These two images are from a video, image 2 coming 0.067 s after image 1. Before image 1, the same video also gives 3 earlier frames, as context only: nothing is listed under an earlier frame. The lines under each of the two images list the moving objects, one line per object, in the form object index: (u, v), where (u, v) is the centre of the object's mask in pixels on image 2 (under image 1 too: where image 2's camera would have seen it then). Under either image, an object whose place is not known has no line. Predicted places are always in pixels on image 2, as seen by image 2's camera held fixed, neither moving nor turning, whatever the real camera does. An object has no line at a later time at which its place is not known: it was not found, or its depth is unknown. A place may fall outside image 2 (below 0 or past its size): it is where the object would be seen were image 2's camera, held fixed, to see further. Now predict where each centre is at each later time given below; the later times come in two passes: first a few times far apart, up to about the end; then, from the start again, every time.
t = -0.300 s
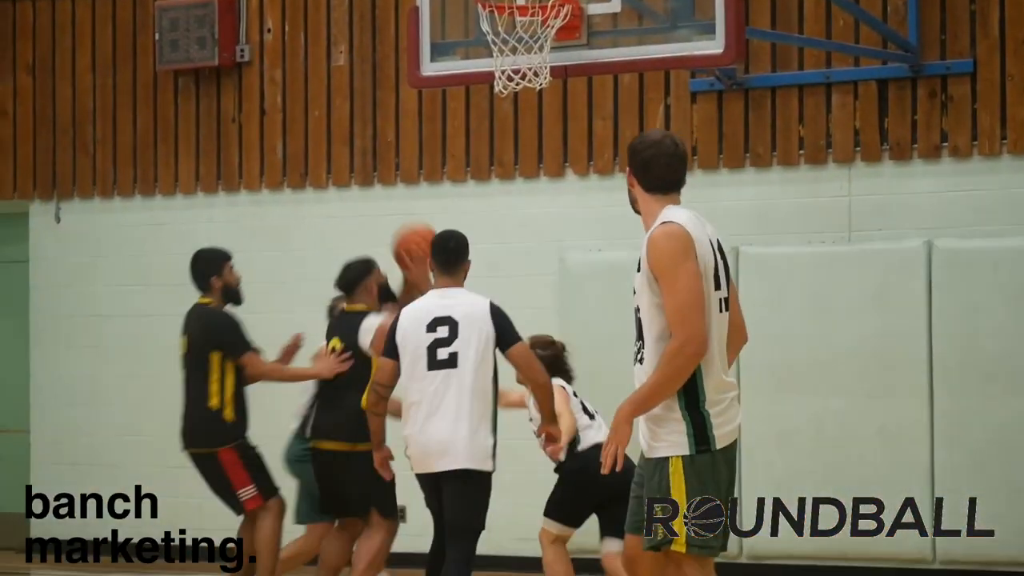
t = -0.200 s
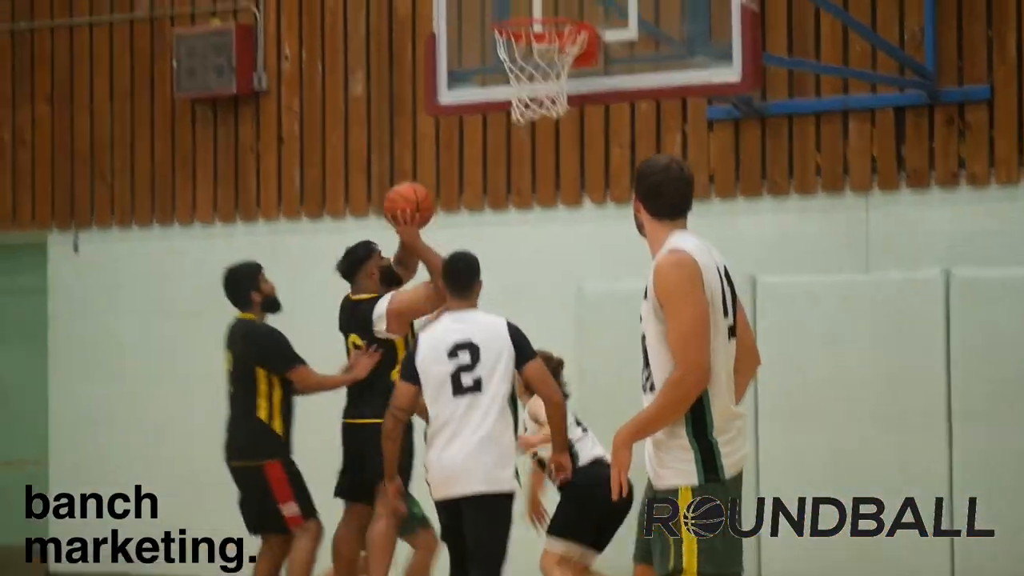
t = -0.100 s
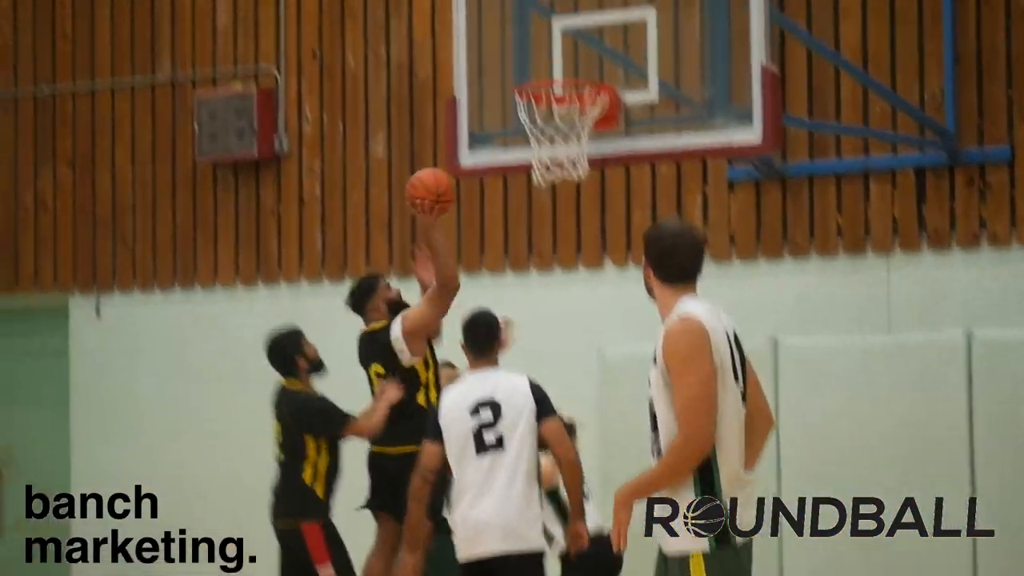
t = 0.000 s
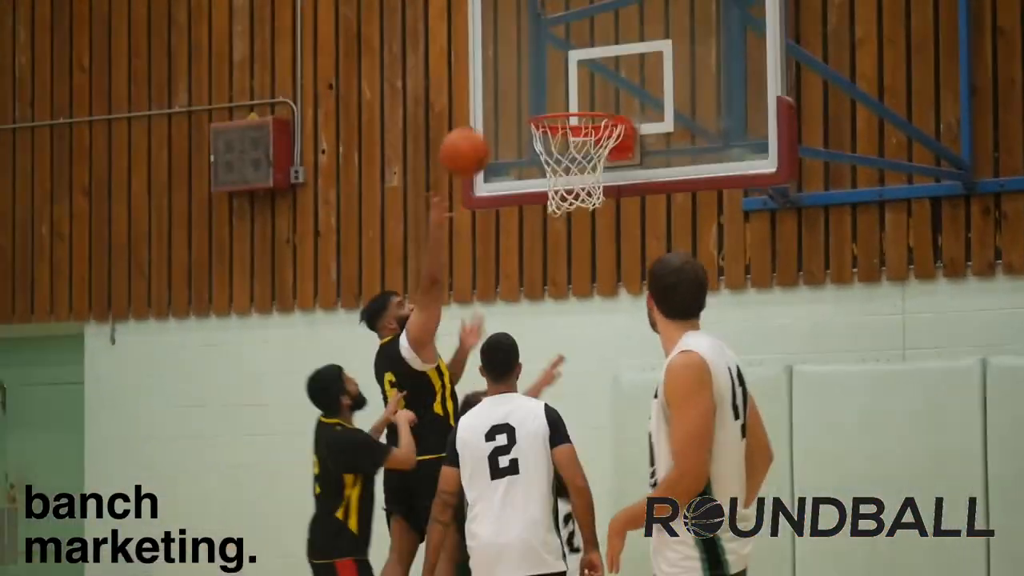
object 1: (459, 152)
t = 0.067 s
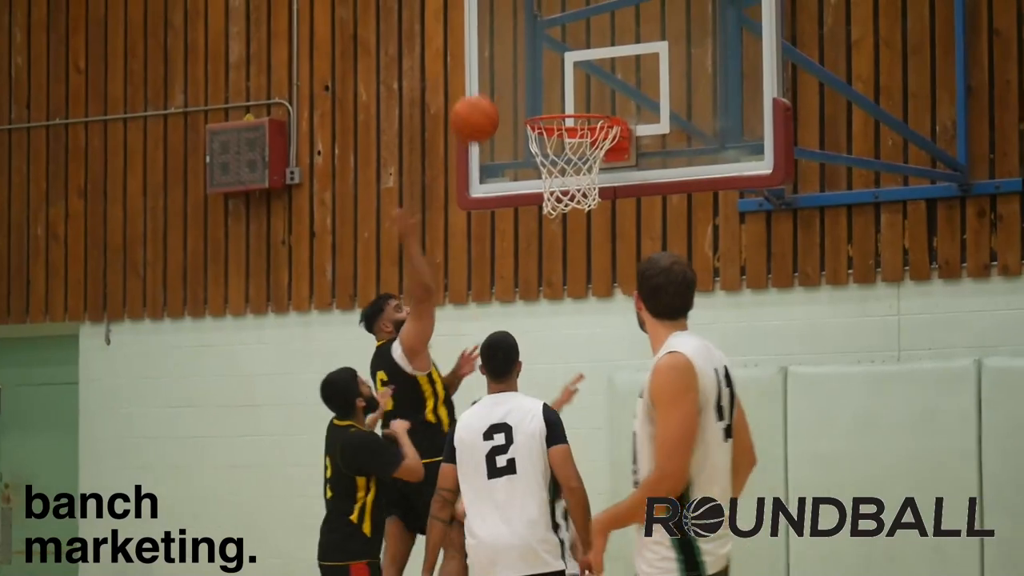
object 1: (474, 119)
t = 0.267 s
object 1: (516, 67)
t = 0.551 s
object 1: (570, 90)
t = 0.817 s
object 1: (606, 97)
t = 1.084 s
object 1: (570, 97)
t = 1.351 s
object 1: (554, 174)
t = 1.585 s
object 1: (558, 296)
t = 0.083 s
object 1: (478, 111)
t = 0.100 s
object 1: (482, 104)
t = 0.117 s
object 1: (486, 98)
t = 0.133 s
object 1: (488, 92)
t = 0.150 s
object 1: (491, 87)
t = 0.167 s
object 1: (495, 83)
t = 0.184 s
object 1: (499, 79)
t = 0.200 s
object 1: (502, 75)
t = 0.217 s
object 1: (506, 73)
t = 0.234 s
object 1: (509, 70)
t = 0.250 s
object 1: (512, 68)
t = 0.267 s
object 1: (516, 67)
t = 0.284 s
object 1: (520, 66)
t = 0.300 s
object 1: (523, 66)
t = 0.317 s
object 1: (526, 66)
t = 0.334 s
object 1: (530, 68)
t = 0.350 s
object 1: (533, 69)
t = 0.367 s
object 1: (536, 71)
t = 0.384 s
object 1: (540, 73)
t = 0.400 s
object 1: (543, 76)
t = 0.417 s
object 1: (546, 80)
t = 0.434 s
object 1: (550, 84)
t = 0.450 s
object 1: (554, 89)
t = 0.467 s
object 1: (557, 93)
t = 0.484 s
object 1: (560, 96)
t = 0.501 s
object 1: (563, 98)
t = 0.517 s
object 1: (565, 96)
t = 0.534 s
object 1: (568, 93)
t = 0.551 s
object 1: (570, 90)
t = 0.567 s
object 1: (572, 87)
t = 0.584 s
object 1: (575, 84)
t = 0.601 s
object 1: (577, 82)
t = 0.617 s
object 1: (579, 80)
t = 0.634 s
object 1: (581, 79)
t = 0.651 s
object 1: (583, 78)
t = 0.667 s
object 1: (586, 78)
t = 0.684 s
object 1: (588, 78)
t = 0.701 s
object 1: (590, 79)
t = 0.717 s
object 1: (592, 80)
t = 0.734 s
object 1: (594, 82)
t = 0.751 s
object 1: (597, 85)
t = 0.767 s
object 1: (599, 88)
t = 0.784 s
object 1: (601, 91)
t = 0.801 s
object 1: (603, 94)
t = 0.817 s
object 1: (606, 97)
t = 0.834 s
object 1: (605, 95)
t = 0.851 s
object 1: (603, 93)
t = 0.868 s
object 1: (600, 91)
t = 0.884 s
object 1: (598, 89)
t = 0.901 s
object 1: (595, 88)
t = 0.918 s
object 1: (593, 87)
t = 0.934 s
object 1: (591, 86)
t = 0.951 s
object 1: (589, 86)
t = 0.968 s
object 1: (587, 86)
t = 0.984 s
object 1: (584, 86)
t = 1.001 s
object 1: (582, 88)
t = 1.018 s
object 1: (580, 89)
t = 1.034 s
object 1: (577, 91)
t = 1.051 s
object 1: (575, 93)
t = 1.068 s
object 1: (573, 95)
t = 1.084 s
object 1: (570, 97)
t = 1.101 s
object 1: (568, 100)
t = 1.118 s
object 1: (567, 101)
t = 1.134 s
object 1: (566, 102)
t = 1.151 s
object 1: (565, 102)
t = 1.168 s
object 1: (562, 114)
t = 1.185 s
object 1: (561, 118)
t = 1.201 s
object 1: (560, 121)
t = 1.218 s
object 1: (559, 125)
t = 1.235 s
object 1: (559, 129)
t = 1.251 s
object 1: (558, 137)
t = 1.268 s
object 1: (557, 140)
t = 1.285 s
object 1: (557, 146)
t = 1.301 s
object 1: (557, 153)
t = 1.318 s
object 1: (556, 159)
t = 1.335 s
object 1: (553, 167)
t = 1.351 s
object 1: (554, 174)
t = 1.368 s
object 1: (552, 180)
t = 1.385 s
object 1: (552, 187)
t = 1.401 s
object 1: (552, 193)
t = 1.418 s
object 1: (554, 202)
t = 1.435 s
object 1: (554, 210)
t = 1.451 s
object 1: (554, 215)
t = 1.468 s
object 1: (554, 222)
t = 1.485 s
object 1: (554, 232)
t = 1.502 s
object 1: (556, 241)
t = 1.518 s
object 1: (556, 251)
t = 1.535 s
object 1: (557, 262)
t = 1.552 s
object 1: (557, 273)
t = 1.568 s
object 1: (558, 283)
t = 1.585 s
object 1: (558, 296)
